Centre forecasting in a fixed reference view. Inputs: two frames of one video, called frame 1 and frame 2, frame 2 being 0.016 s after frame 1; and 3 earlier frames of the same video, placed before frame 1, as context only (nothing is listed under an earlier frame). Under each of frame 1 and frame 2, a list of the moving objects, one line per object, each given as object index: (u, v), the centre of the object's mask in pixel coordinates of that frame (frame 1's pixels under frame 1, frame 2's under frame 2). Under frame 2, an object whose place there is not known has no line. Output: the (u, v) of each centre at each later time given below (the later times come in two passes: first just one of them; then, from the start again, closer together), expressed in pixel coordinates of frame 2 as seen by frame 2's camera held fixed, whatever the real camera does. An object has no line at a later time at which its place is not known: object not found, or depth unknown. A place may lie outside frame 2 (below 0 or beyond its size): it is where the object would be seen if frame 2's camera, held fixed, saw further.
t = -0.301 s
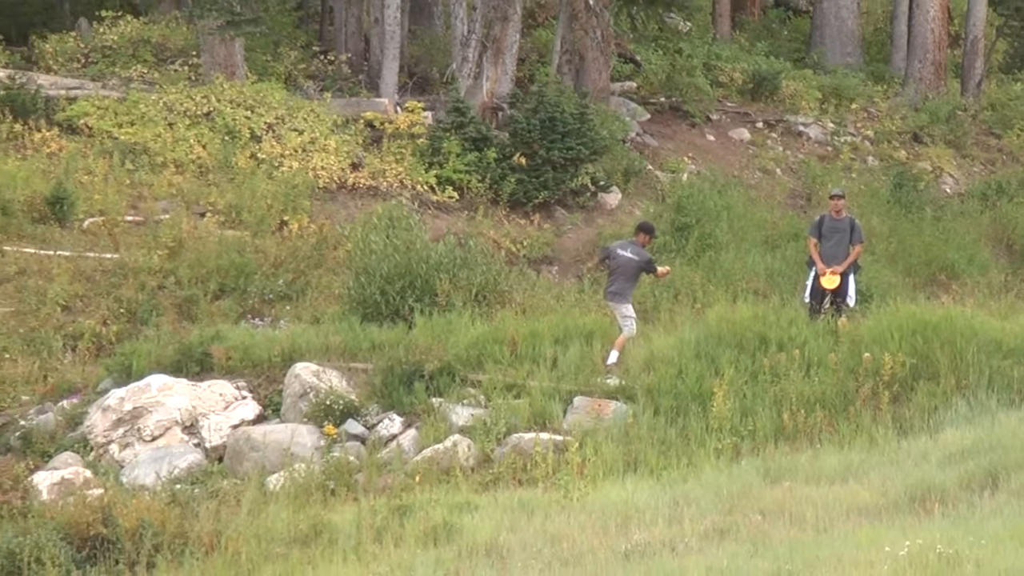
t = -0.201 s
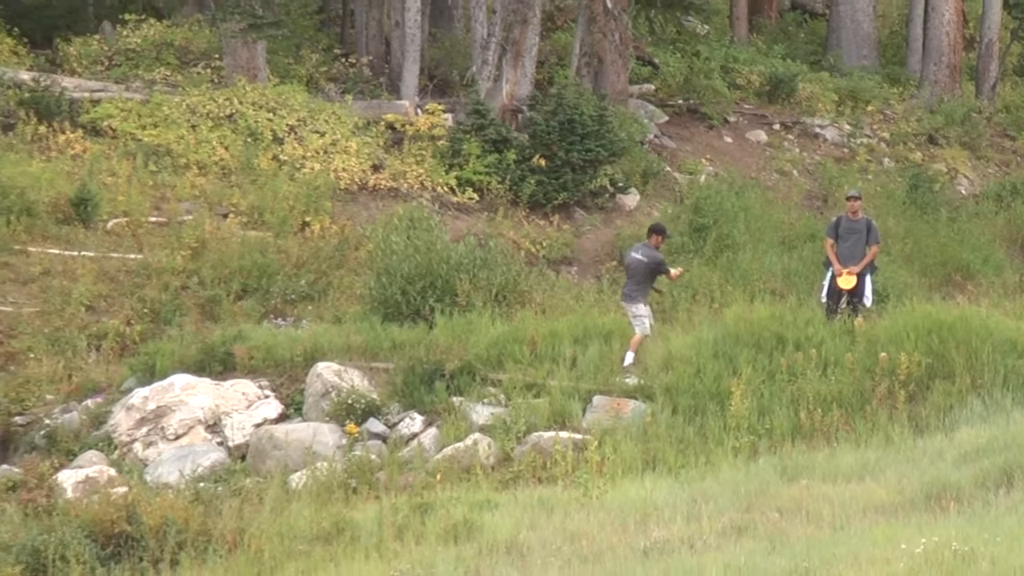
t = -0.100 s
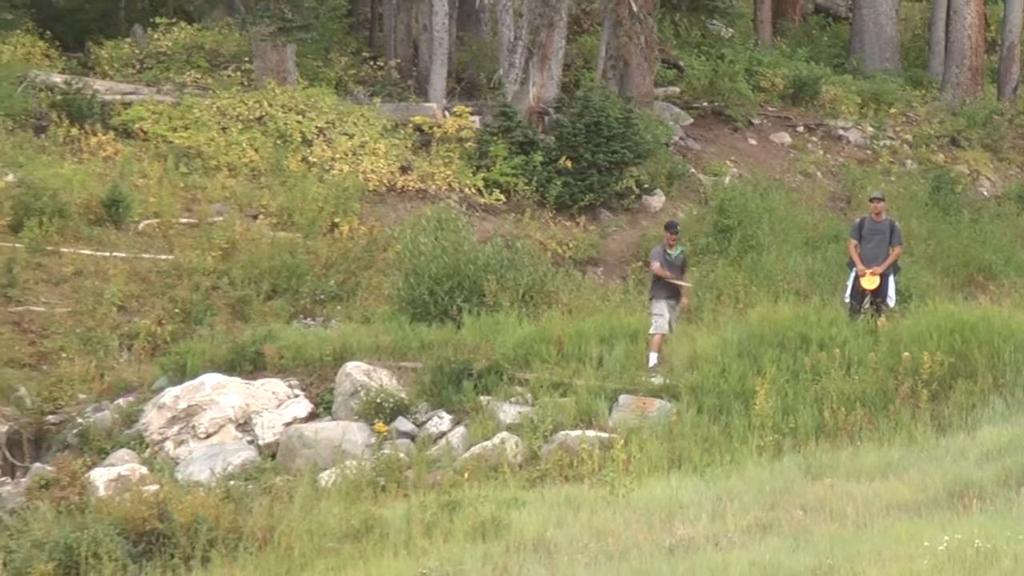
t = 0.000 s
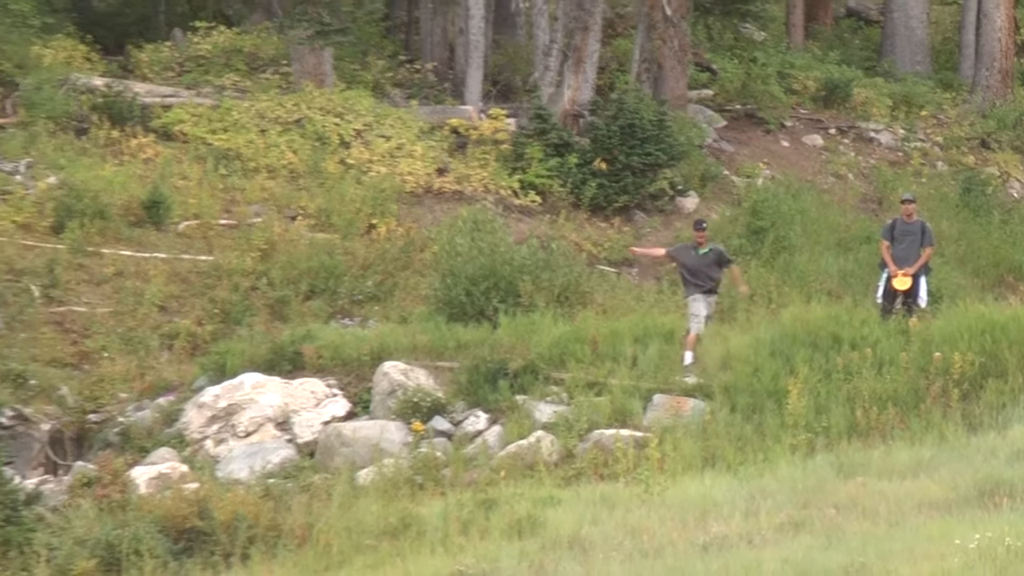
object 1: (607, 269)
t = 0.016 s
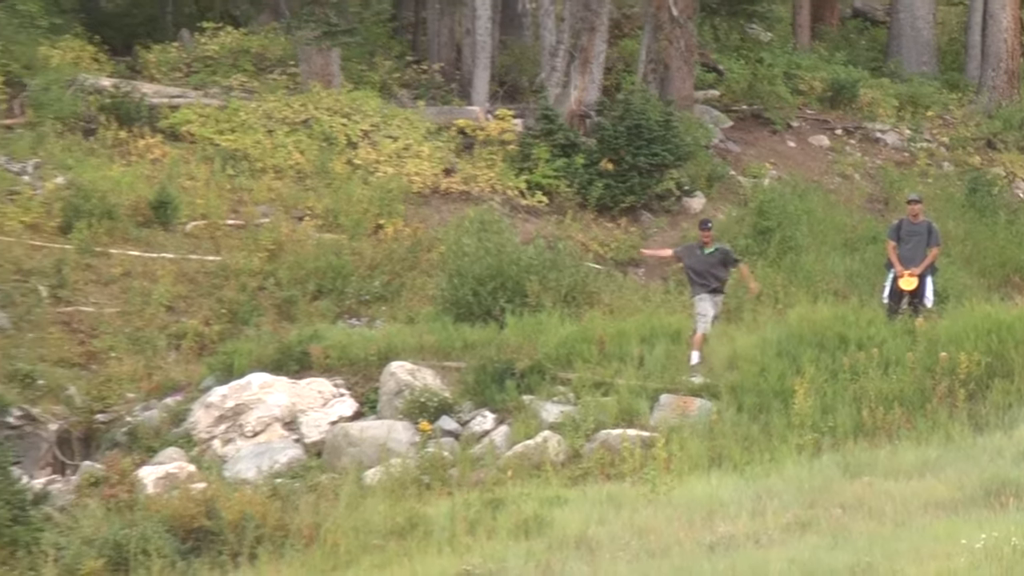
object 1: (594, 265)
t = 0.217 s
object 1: (383, 233)
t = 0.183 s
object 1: (420, 240)
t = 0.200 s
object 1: (402, 237)
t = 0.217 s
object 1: (383, 233)
